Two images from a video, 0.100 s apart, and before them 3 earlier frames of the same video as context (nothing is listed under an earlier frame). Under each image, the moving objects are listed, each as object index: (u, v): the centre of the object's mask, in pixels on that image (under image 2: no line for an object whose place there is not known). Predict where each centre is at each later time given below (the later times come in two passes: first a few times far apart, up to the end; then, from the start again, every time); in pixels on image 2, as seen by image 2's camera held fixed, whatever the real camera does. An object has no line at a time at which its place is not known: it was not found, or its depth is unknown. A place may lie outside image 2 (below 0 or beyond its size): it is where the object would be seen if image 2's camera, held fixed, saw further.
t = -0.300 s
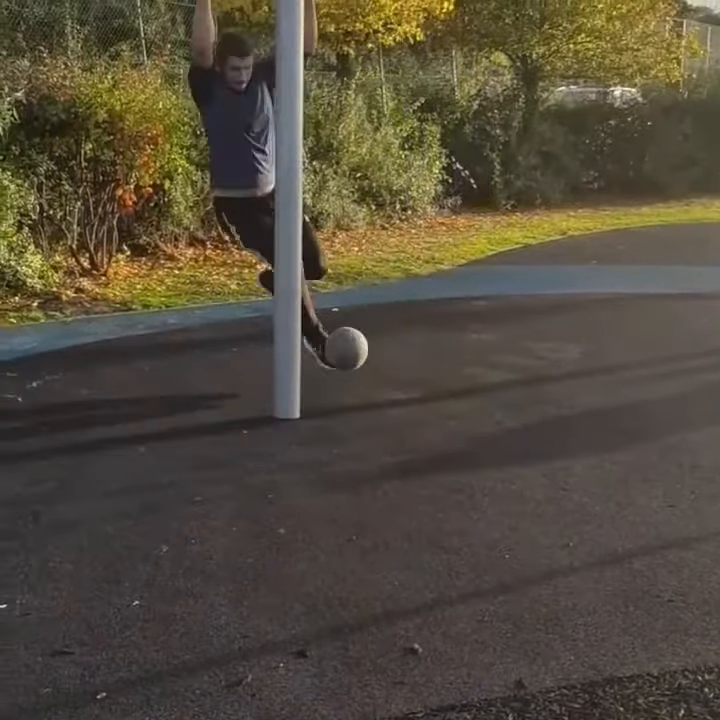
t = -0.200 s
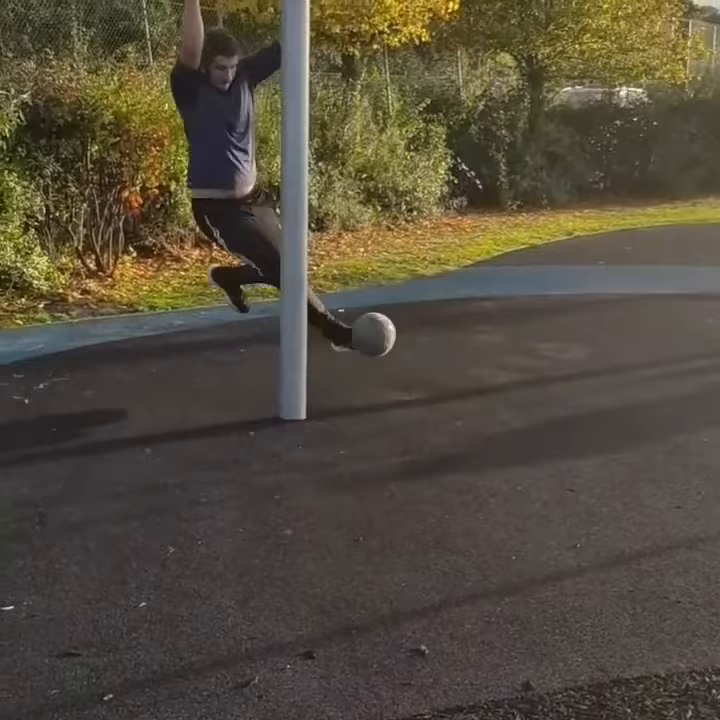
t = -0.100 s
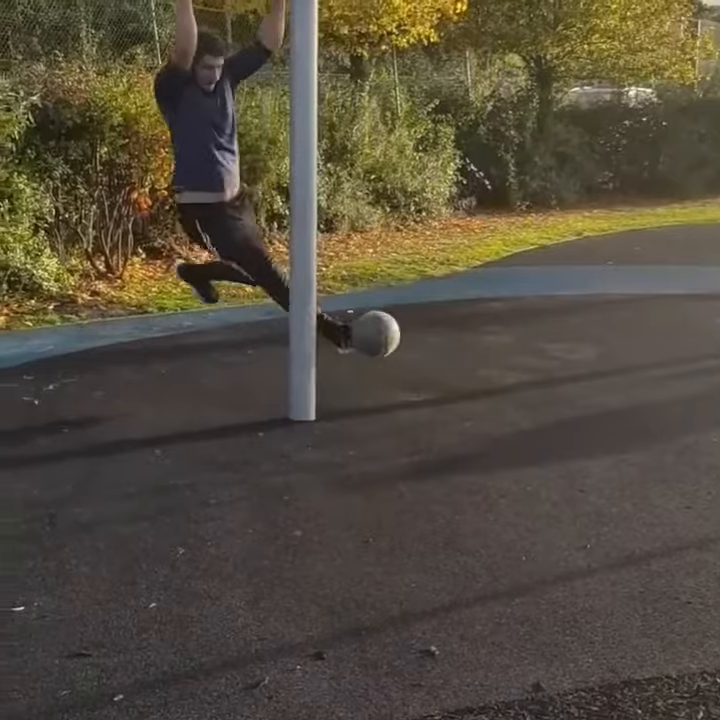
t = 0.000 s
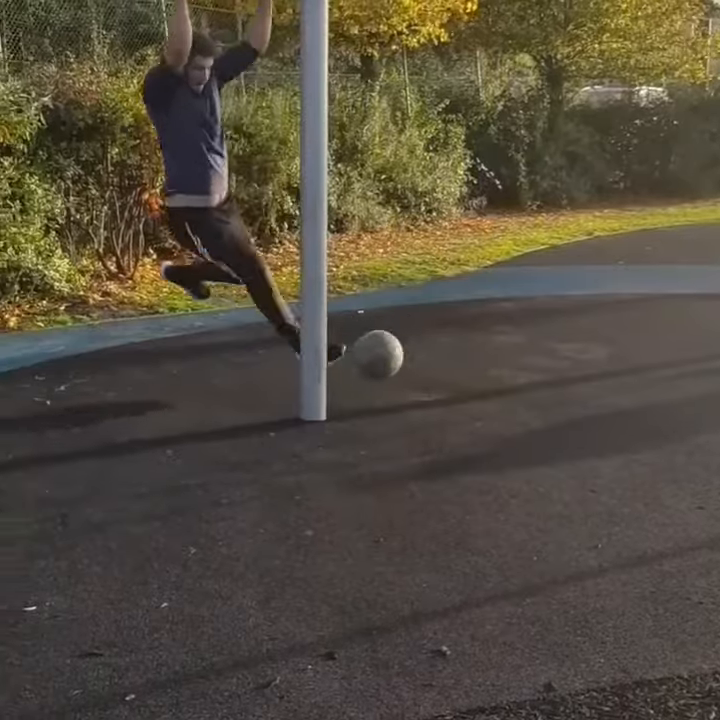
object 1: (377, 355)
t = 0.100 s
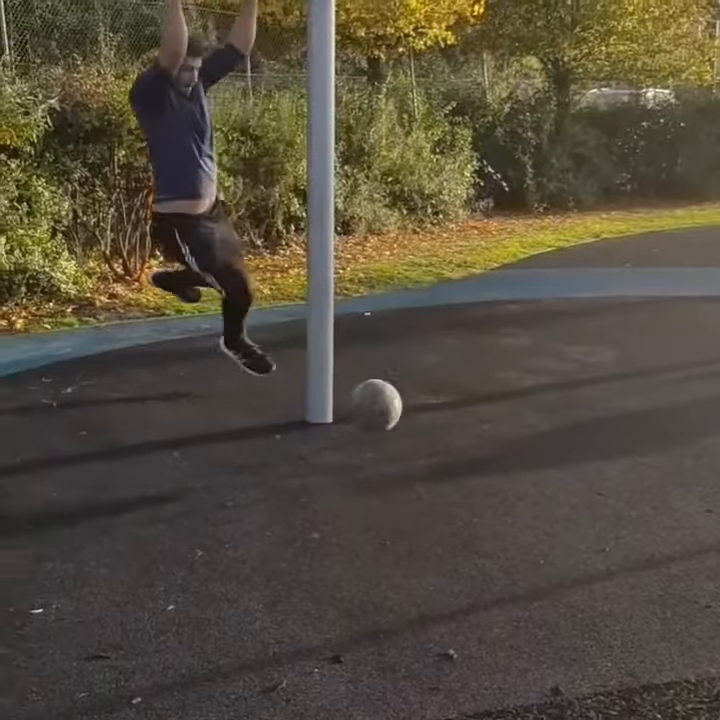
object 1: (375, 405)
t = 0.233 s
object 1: (360, 442)
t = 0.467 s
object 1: (322, 490)
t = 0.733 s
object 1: (275, 551)
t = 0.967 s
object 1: (217, 610)
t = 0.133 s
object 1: (371, 428)
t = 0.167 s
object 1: (367, 454)
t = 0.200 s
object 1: (362, 449)
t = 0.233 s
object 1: (360, 442)
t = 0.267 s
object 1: (355, 440)
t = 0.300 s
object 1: (350, 441)
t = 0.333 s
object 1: (344, 445)
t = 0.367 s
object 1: (340, 451)
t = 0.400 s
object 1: (334, 461)
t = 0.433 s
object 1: (329, 472)
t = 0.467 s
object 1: (322, 490)
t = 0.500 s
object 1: (317, 505)
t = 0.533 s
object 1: (311, 502)
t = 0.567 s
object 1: (306, 503)
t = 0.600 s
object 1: (301, 506)
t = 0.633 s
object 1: (293, 514)
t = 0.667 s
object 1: (287, 526)
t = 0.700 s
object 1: (281, 542)
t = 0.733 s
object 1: (275, 551)
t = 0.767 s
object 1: (267, 555)
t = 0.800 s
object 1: (259, 562)
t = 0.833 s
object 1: (249, 575)
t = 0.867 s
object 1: (242, 583)
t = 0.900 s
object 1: (235, 589)
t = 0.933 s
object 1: (226, 598)
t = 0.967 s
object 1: (217, 610)
